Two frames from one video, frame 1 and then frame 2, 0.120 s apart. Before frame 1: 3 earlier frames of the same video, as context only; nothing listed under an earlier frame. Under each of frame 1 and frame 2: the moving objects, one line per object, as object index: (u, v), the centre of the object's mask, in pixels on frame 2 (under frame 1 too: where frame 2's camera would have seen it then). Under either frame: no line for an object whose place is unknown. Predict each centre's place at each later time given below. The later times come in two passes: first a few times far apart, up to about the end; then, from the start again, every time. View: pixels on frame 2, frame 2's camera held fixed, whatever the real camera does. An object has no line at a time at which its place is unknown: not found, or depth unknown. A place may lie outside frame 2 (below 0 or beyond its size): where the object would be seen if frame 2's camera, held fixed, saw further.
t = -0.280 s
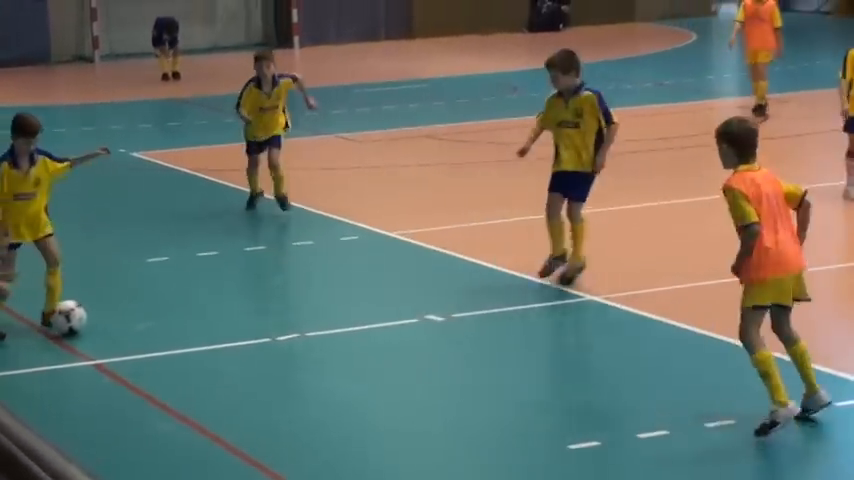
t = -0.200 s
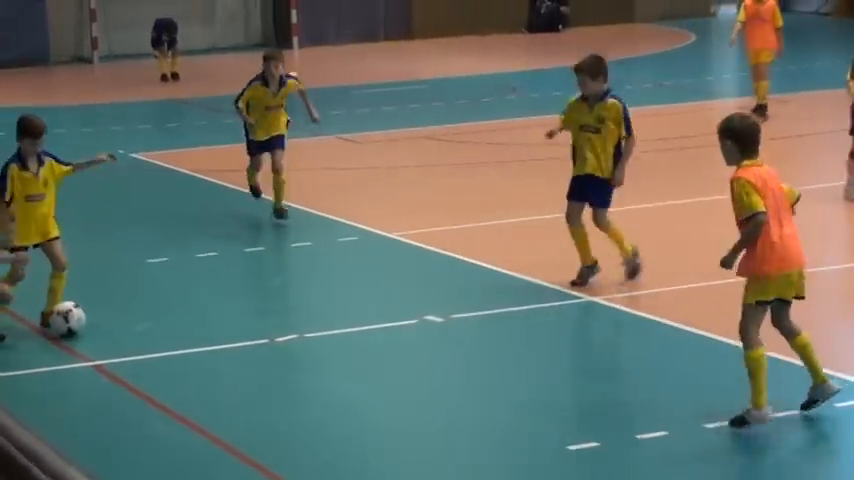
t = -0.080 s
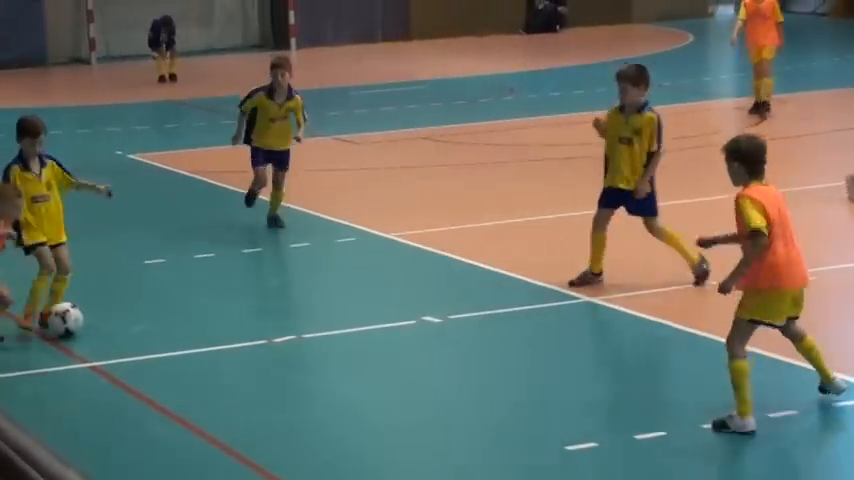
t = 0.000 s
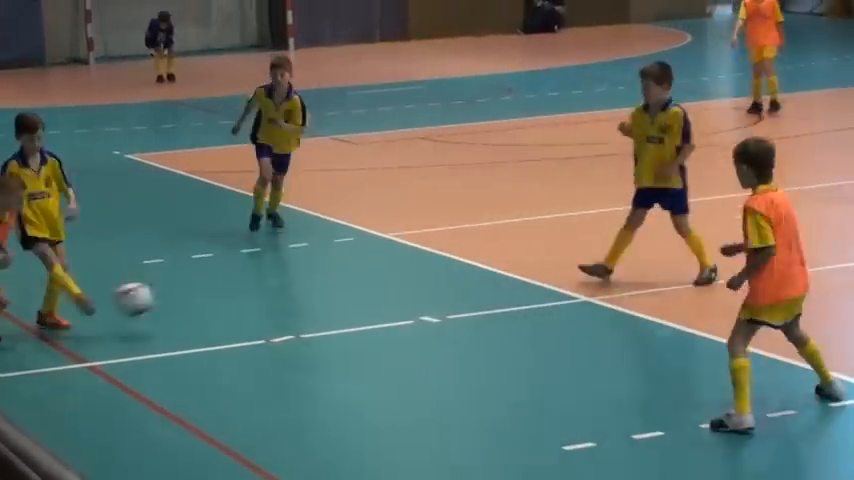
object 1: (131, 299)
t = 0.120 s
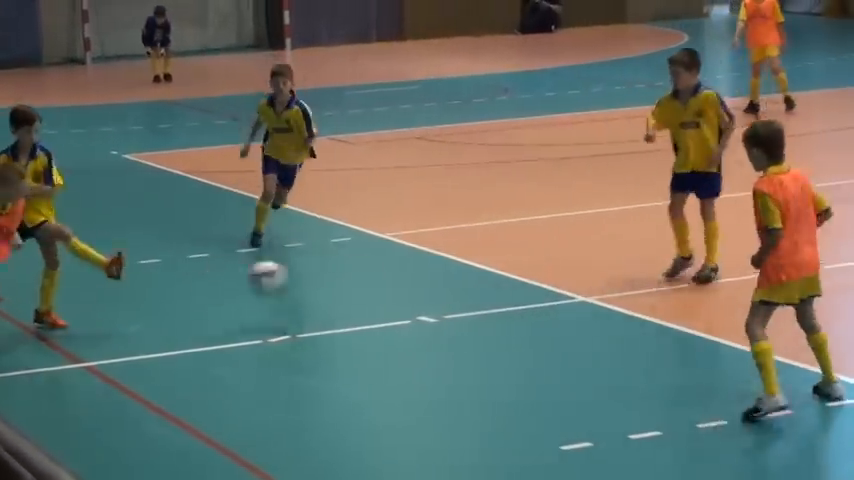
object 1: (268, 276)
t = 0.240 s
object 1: (405, 279)
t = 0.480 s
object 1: (611, 276)
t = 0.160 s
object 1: (314, 275)
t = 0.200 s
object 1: (360, 276)
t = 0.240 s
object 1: (405, 279)
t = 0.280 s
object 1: (449, 286)
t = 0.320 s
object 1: (492, 295)
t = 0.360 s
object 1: (528, 295)
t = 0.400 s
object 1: (556, 284)
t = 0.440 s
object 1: (584, 279)
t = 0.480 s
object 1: (611, 276)
